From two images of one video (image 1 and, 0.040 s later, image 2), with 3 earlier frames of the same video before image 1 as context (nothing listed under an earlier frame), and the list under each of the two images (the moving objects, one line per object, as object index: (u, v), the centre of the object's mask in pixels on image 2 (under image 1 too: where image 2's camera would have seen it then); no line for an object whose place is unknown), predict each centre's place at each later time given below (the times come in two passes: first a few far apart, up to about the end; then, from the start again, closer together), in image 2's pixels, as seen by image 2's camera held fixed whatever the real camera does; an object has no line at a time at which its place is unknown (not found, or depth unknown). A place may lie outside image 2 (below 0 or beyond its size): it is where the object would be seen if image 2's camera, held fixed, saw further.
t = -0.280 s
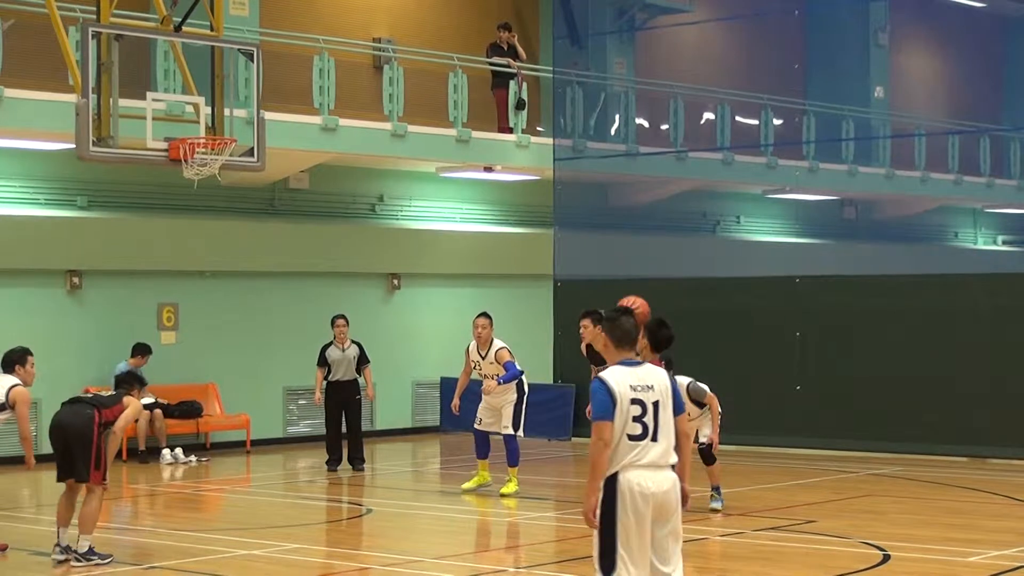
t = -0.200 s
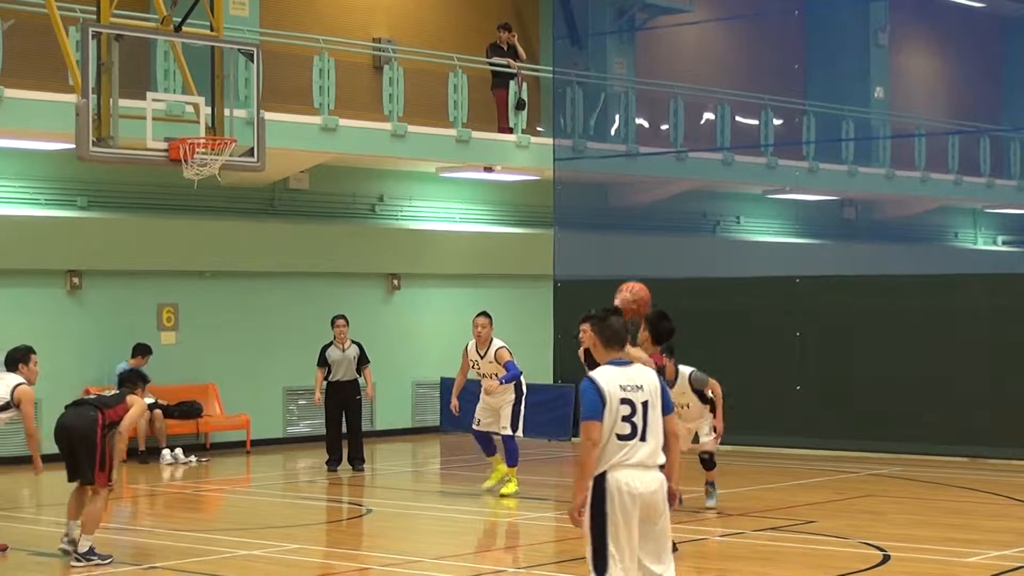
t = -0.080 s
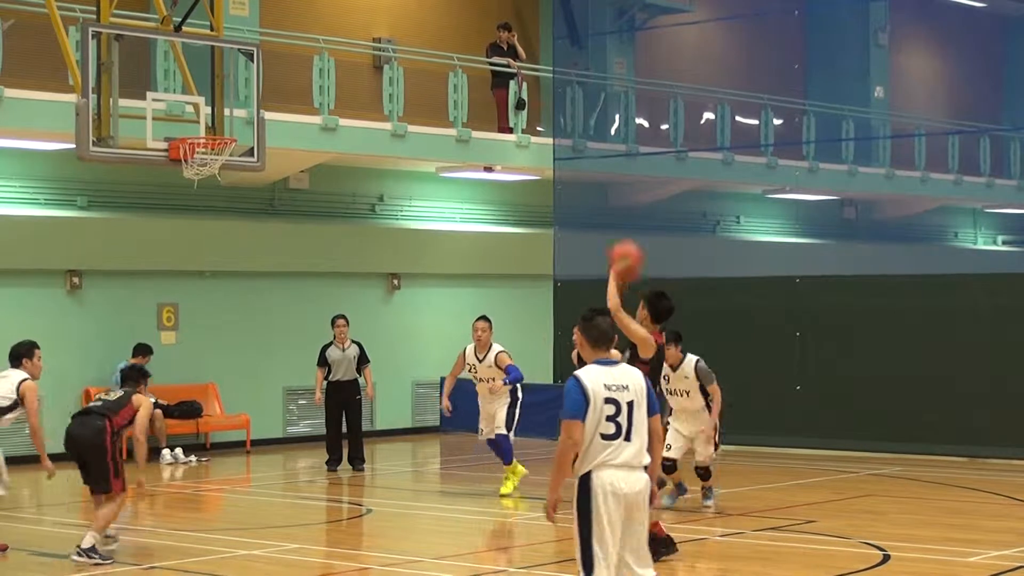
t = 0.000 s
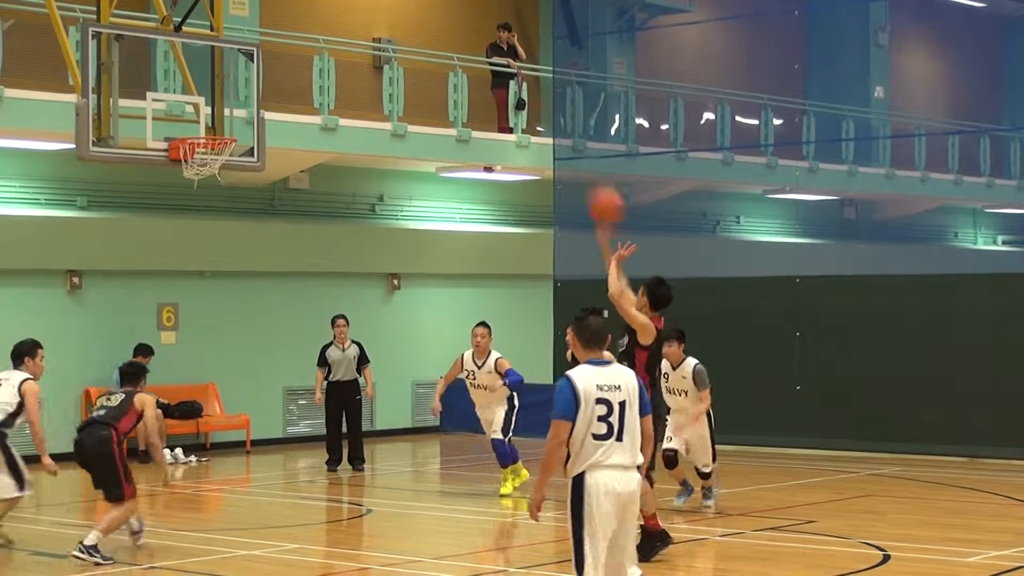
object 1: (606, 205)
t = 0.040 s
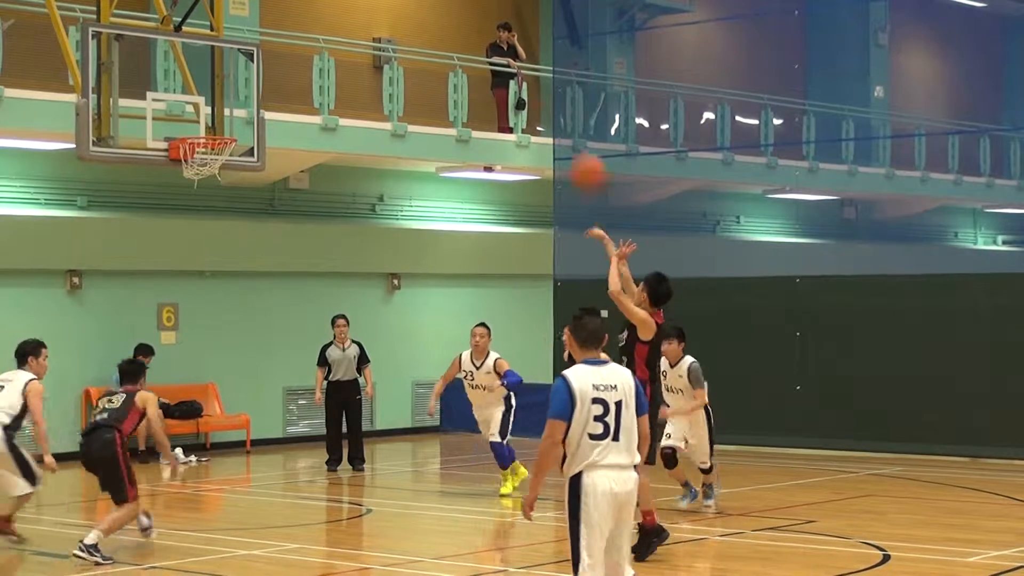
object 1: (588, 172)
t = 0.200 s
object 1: (520, 65)
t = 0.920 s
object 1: (269, 35)
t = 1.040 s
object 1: (234, 94)
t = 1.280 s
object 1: (192, 117)
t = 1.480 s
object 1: (210, 125)
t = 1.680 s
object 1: (196, 151)
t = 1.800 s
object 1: (211, 177)
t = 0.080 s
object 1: (571, 140)
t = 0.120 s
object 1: (554, 113)
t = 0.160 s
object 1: (538, 88)
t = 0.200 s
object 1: (520, 65)
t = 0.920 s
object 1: (269, 35)
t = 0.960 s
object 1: (257, 54)
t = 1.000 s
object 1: (244, 73)
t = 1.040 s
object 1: (234, 94)
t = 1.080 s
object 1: (222, 117)
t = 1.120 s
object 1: (215, 122)
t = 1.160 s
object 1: (209, 118)
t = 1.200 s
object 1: (203, 116)
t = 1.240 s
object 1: (197, 115)
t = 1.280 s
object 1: (192, 117)
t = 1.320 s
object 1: (187, 119)
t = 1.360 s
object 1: (192, 119)
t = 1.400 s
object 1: (199, 121)
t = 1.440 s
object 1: (205, 122)
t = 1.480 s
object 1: (210, 125)
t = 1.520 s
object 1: (216, 129)
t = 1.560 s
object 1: (215, 130)
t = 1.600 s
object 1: (206, 132)
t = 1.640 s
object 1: (201, 142)
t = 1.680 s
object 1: (196, 151)
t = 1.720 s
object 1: (201, 153)
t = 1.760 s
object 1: (207, 160)
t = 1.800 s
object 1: (211, 177)
